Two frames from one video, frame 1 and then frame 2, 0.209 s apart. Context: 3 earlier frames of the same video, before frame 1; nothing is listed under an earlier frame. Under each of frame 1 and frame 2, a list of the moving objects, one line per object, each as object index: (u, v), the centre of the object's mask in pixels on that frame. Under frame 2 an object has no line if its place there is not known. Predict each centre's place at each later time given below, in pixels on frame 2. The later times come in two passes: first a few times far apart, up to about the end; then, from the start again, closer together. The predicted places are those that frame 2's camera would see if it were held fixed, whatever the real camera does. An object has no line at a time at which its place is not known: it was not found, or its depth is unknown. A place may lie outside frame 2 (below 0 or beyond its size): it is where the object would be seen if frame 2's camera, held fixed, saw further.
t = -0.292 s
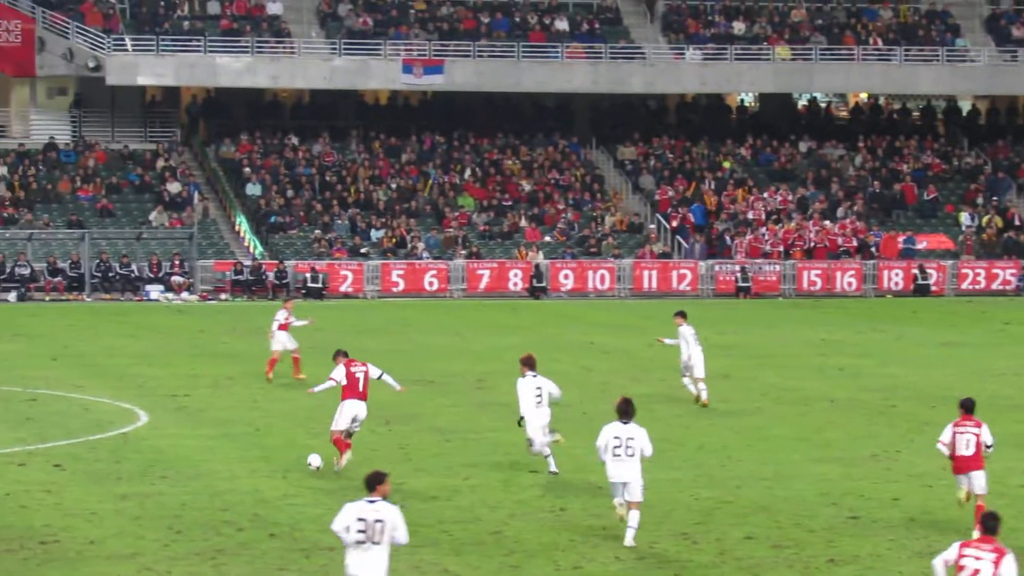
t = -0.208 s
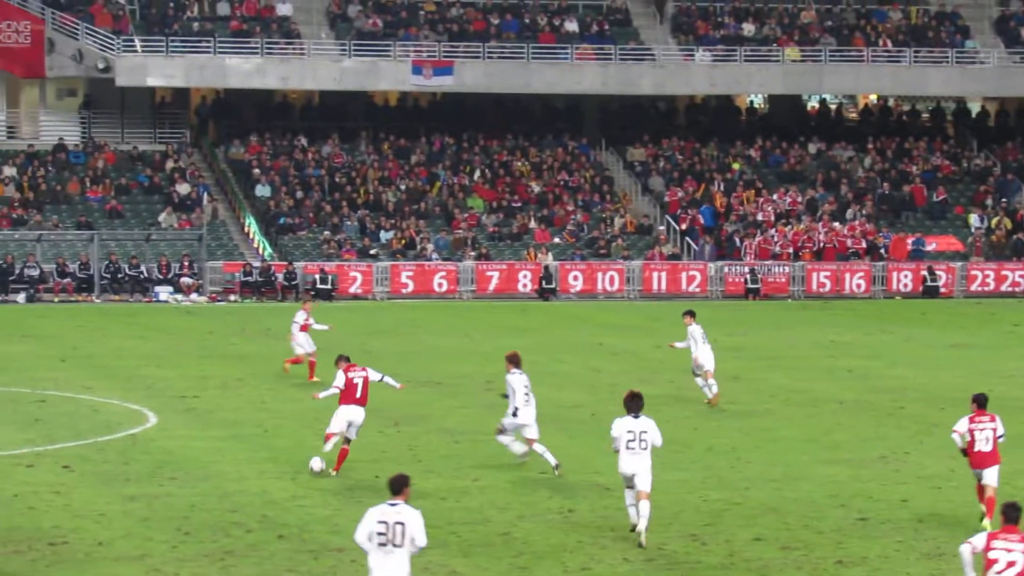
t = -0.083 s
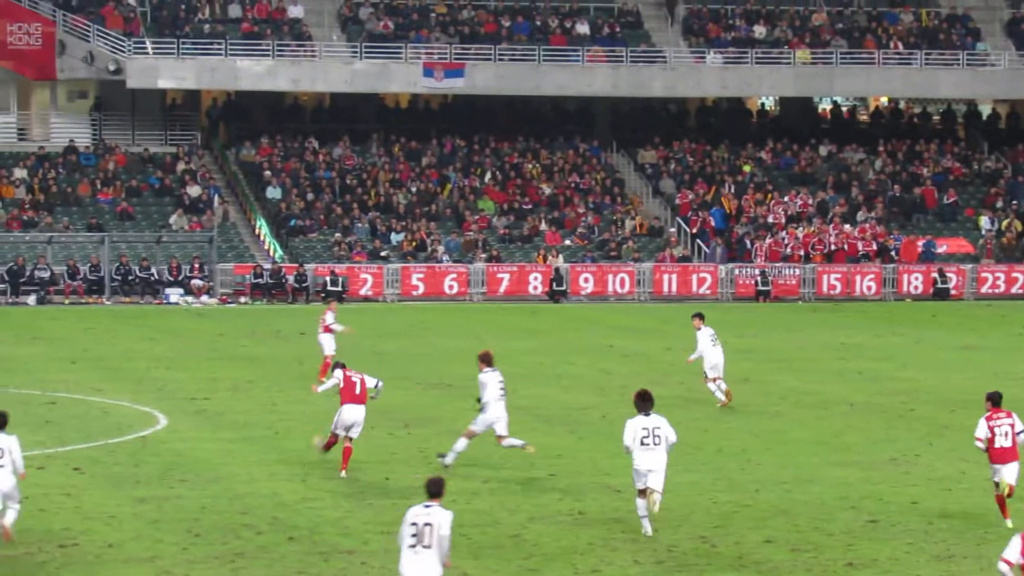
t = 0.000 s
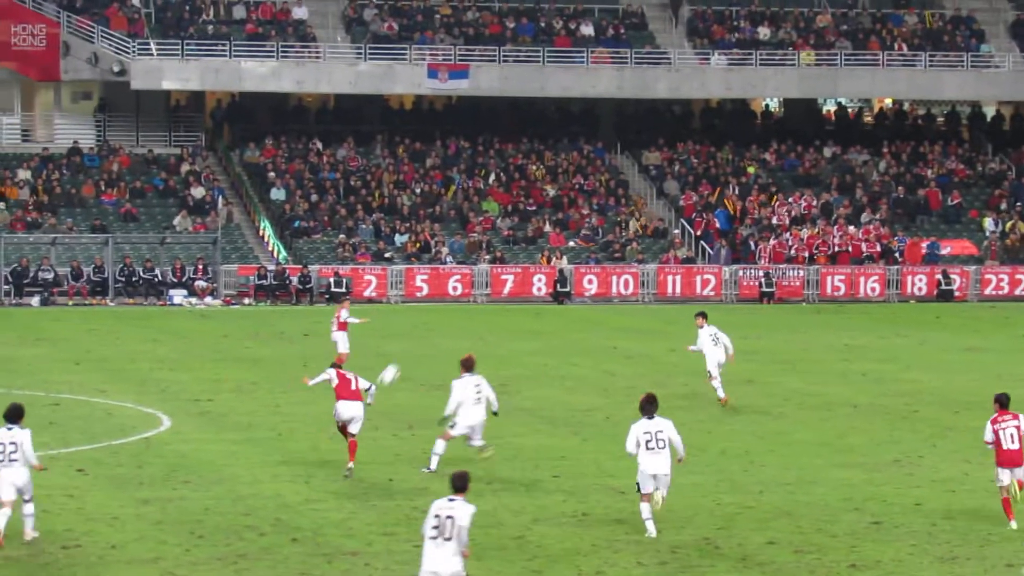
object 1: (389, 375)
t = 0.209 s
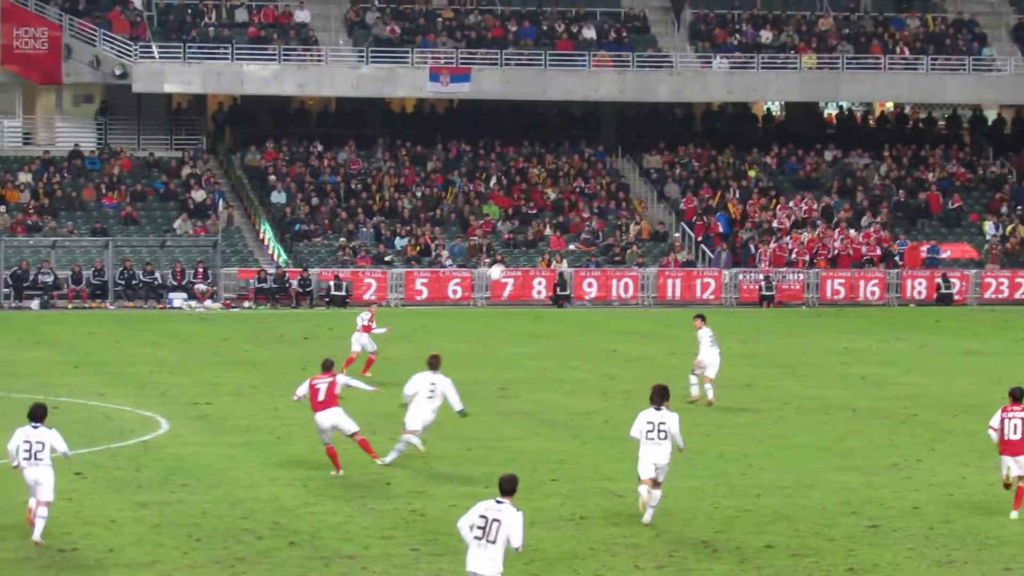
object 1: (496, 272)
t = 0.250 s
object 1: (517, 256)
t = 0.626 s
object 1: (690, 179)
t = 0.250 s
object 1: (517, 256)
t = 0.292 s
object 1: (537, 242)
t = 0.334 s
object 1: (557, 229)
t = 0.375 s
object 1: (577, 218)
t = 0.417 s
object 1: (596, 209)
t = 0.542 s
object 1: (653, 187)
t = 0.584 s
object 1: (672, 182)
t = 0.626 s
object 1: (690, 179)
